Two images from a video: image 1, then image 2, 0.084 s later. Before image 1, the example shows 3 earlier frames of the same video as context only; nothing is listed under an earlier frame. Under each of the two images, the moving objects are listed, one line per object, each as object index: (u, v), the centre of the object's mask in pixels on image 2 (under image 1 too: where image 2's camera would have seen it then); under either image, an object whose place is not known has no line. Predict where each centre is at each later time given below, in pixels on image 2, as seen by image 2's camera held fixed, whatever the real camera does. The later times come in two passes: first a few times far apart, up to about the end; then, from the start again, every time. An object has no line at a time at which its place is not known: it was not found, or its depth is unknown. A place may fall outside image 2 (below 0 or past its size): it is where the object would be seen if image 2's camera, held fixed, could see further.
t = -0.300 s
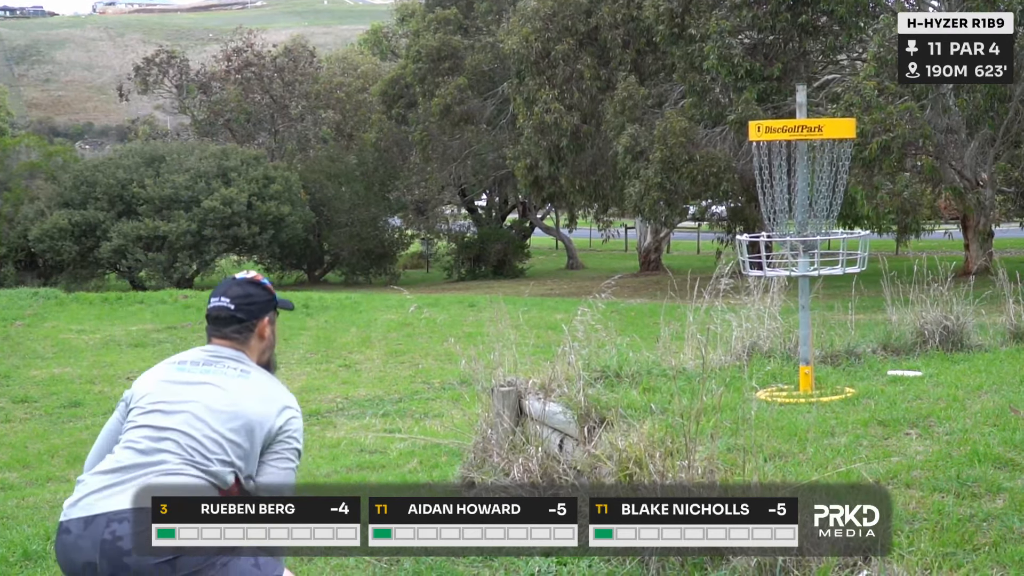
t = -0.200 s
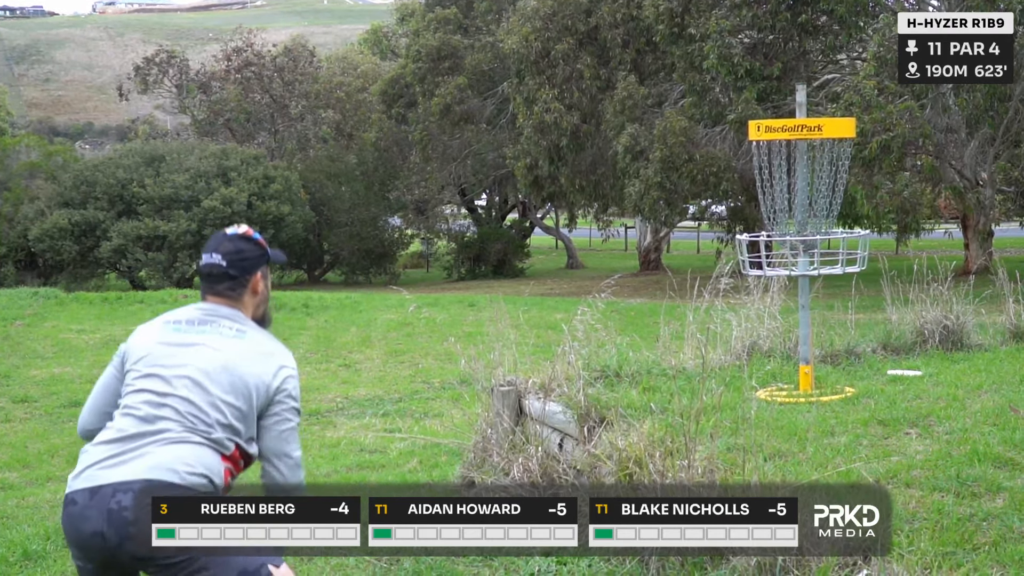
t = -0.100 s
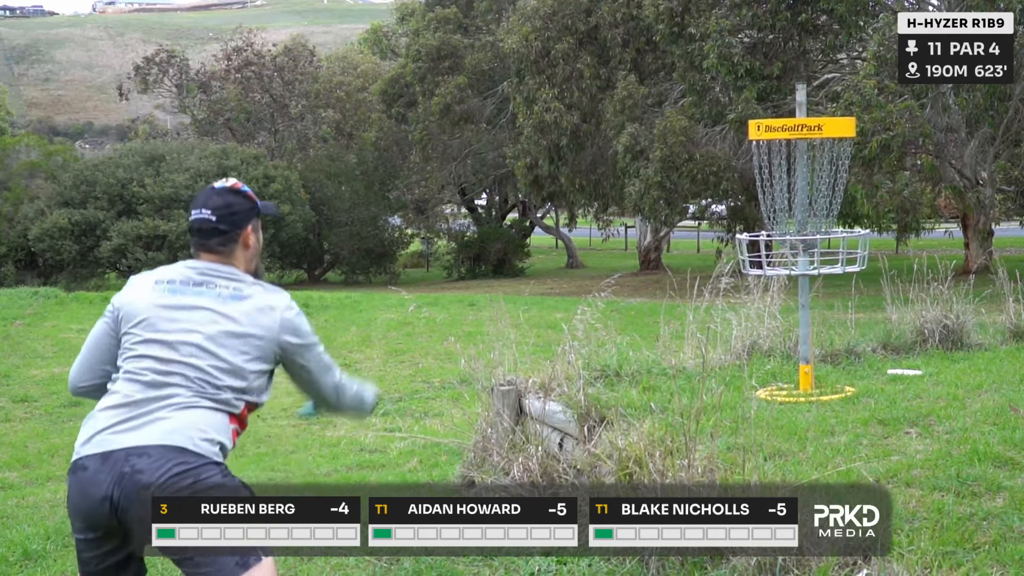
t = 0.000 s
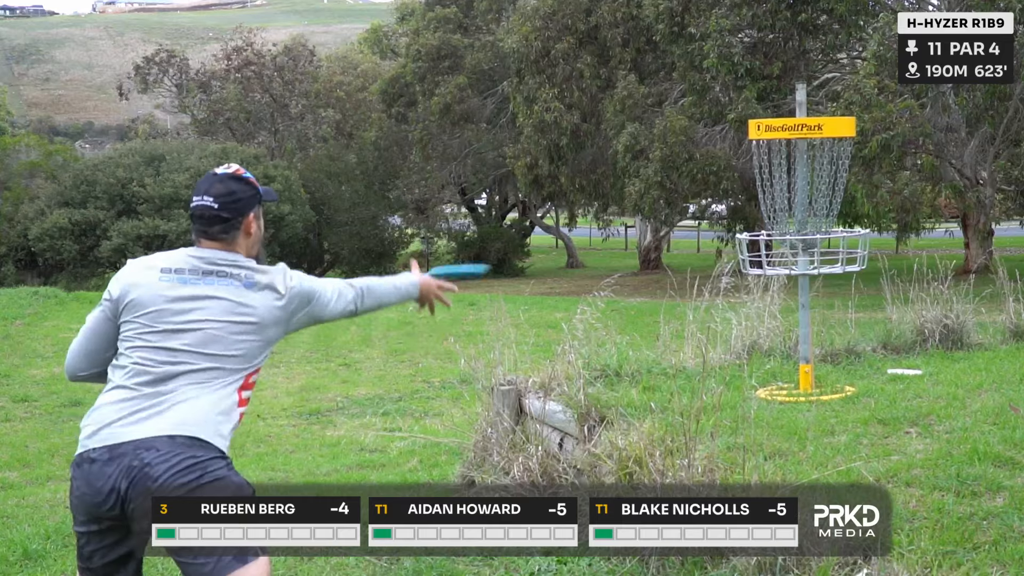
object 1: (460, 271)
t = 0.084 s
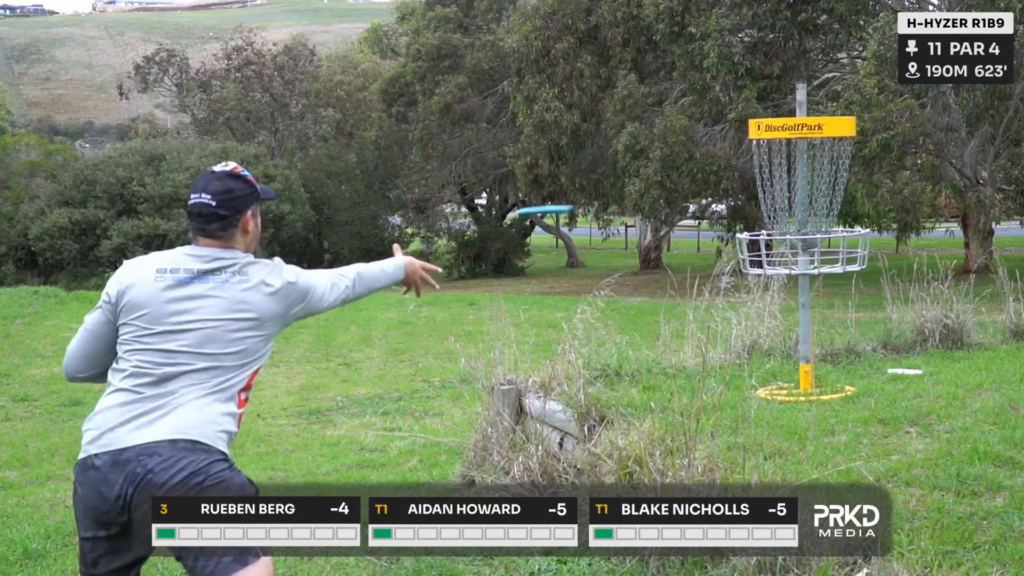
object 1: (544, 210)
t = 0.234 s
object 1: (665, 172)
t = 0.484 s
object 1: (780, 206)
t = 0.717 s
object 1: (777, 222)
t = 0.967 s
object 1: (770, 250)
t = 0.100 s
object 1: (560, 202)
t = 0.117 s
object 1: (574, 195)
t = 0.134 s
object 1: (588, 189)
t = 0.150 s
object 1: (602, 184)
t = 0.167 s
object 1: (615, 180)
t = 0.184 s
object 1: (627, 177)
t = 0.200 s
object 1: (641, 175)
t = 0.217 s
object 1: (653, 173)
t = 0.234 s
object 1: (665, 172)
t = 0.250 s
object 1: (676, 172)
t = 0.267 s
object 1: (687, 172)
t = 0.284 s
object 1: (699, 173)
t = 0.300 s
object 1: (709, 175)
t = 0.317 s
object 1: (718, 177)
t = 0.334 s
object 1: (729, 179)
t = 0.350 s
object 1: (738, 182)
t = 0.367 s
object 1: (746, 185)
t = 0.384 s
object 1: (755, 189)
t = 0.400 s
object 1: (764, 193)
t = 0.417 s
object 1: (772, 197)
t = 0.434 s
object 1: (775, 199)
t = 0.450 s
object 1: (777, 202)
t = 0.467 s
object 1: (779, 204)
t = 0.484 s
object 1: (780, 206)
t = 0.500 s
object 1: (781, 206)
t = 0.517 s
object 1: (781, 207)
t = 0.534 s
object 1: (782, 207)
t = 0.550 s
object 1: (782, 208)
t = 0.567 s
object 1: (782, 209)
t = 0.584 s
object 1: (781, 210)
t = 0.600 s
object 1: (781, 211)
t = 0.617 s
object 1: (781, 213)
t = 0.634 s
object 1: (781, 215)
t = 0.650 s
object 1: (780, 217)
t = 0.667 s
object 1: (779, 219)
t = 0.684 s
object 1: (779, 220)
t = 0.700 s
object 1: (779, 221)
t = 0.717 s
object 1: (777, 222)
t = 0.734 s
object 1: (776, 223)
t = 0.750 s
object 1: (776, 223)
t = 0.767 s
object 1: (777, 226)
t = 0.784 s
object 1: (777, 228)
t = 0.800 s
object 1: (777, 231)
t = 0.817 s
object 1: (776, 233)
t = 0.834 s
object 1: (774, 235)
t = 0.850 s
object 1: (773, 238)
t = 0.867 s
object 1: (772, 240)
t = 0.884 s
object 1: (771, 243)
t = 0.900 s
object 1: (770, 247)
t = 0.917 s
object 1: (769, 251)
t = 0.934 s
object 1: (769, 251)
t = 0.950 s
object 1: (769, 250)
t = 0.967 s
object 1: (770, 250)
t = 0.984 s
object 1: (770, 249)
